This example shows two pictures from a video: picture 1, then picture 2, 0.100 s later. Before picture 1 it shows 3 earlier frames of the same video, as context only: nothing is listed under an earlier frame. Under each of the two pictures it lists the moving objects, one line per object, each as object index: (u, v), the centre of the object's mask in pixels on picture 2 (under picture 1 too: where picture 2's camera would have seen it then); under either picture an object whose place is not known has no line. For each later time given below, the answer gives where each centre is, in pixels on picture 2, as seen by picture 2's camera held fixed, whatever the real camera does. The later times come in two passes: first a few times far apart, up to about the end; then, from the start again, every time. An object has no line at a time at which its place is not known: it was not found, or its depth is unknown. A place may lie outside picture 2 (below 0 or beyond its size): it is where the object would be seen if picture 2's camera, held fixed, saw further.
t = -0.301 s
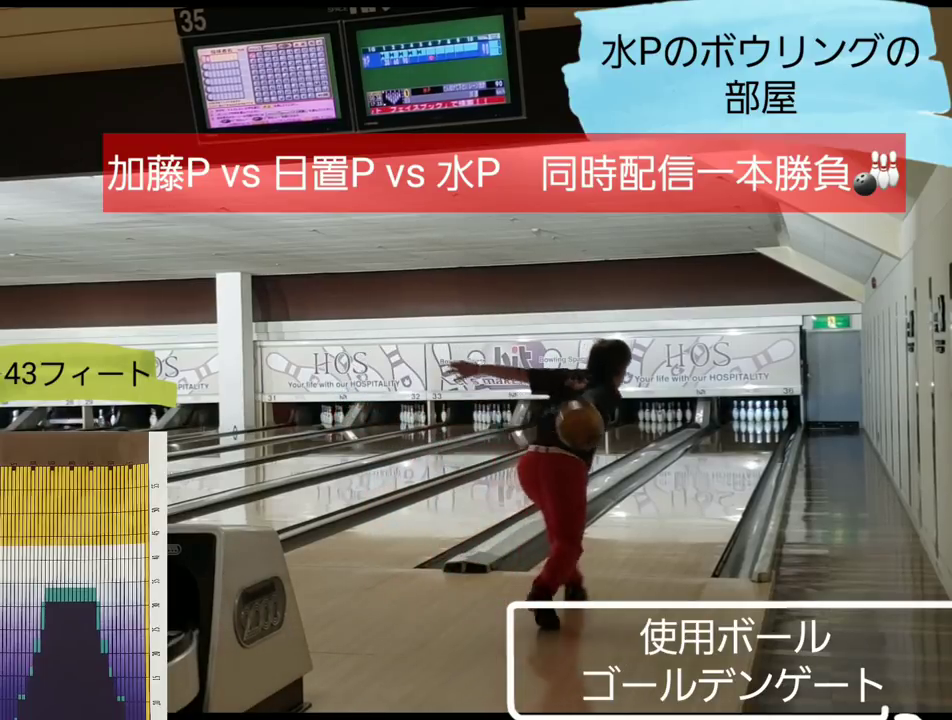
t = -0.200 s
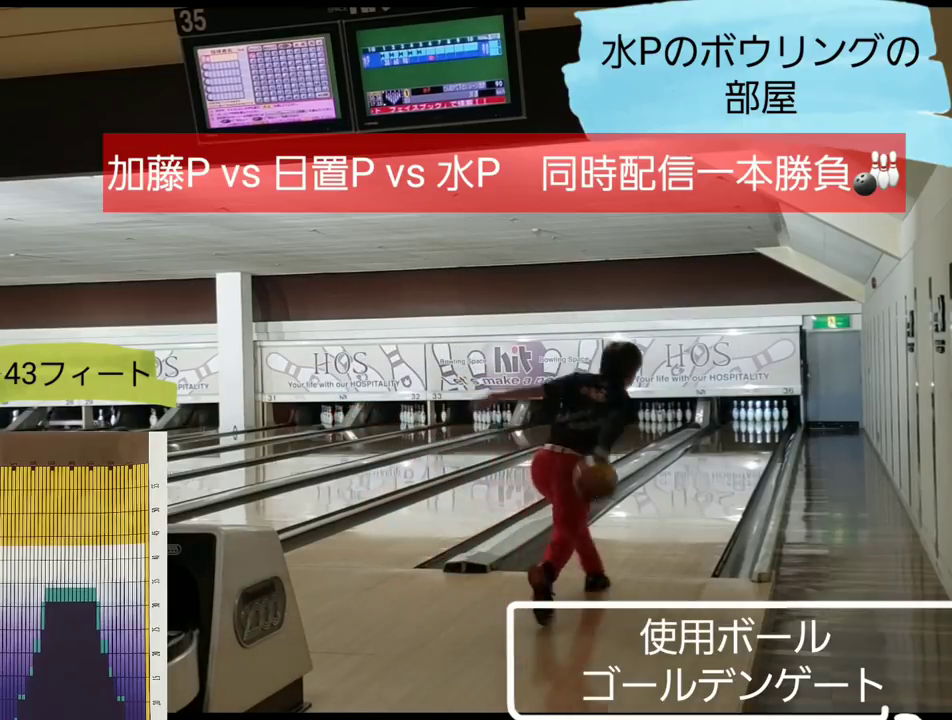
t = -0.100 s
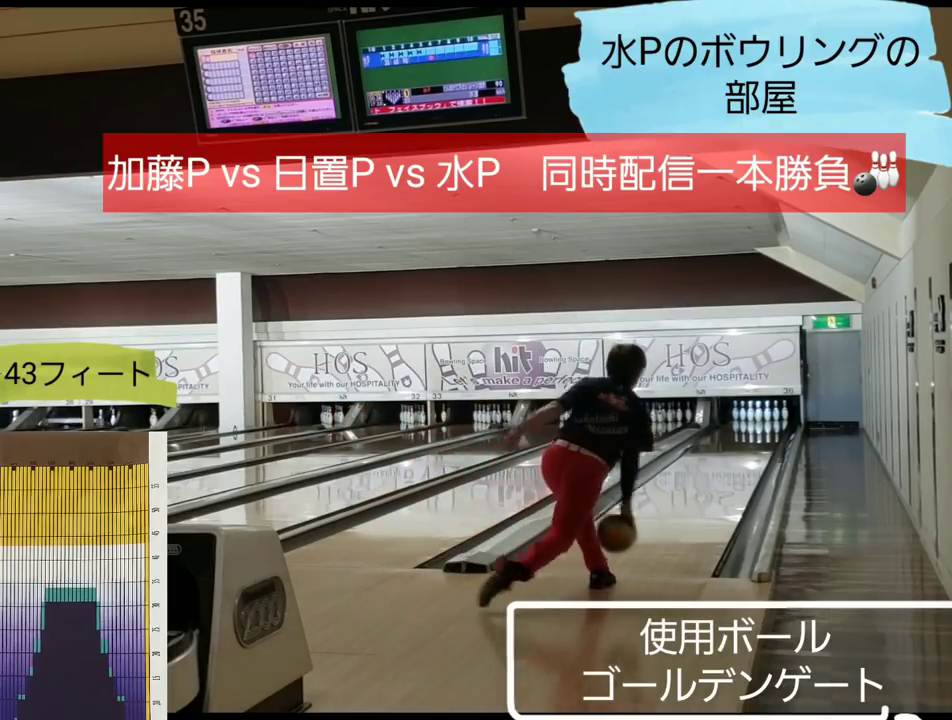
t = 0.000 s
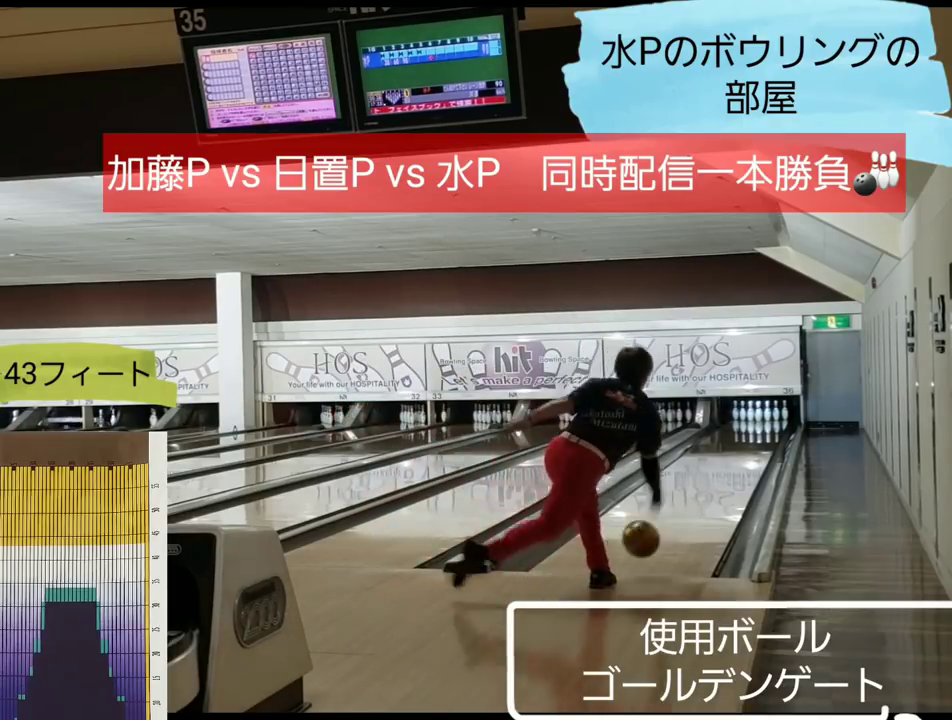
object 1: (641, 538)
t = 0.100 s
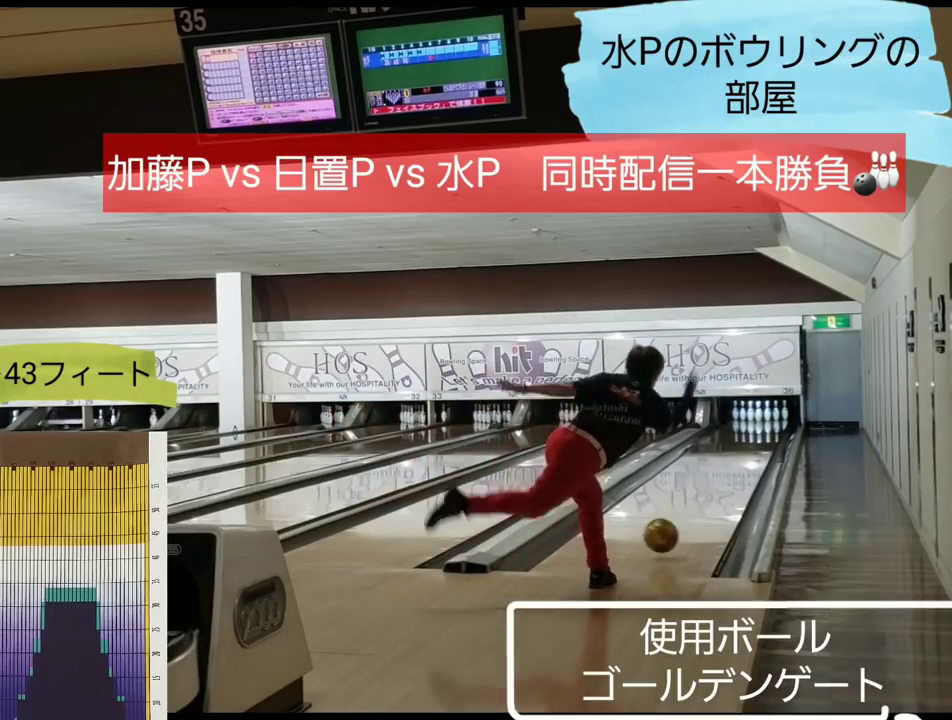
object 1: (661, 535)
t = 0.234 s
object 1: (682, 522)
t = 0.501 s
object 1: (713, 492)
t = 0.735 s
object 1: (732, 474)
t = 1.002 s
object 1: (747, 459)
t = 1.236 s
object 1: (757, 449)
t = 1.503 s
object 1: (764, 439)
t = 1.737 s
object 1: (768, 433)
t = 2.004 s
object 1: (770, 427)
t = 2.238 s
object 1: (768, 423)
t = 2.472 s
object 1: (765, 419)
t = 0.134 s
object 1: (667, 536)
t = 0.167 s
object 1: (672, 531)
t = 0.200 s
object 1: (677, 526)
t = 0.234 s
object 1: (682, 522)
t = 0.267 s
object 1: (687, 517)
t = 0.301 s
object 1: (691, 513)
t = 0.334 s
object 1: (695, 509)
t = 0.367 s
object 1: (699, 505)
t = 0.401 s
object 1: (703, 502)
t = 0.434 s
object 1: (706, 499)
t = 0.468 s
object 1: (710, 495)
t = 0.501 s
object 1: (713, 492)
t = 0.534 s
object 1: (716, 489)
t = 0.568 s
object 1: (719, 486)
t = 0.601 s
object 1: (722, 484)
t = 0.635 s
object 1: (724, 481)
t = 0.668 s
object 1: (727, 479)
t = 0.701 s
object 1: (730, 476)
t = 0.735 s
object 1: (732, 474)
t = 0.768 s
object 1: (734, 472)
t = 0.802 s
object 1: (736, 470)
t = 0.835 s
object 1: (738, 468)
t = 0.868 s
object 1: (740, 466)
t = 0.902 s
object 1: (742, 464)
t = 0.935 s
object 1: (744, 462)
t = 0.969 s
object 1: (746, 461)
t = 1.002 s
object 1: (747, 459)
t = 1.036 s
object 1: (749, 458)
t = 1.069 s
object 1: (751, 456)
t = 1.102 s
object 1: (752, 455)
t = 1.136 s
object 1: (753, 454)
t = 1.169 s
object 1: (754, 452)
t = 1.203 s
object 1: (757, 450)
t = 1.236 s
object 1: (757, 449)
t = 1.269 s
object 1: (758, 447)
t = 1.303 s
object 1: (759, 446)
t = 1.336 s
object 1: (761, 444)
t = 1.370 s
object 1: (762, 443)
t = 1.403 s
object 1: (762, 442)
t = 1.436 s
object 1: (762, 441)
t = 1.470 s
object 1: (763, 441)
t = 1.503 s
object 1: (764, 439)
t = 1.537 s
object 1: (765, 438)
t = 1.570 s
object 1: (765, 437)
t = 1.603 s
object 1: (767, 436)
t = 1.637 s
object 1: (767, 435)
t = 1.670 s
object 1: (768, 435)
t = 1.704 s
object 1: (768, 434)
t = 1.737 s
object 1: (768, 433)
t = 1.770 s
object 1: (769, 432)
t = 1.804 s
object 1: (769, 432)
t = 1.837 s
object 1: (769, 431)
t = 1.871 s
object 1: (769, 431)
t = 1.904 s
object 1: (769, 430)
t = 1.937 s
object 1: (769, 429)
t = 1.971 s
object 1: (769, 428)
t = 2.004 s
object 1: (770, 427)
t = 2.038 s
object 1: (770, 427)
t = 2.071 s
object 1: (770, 426)
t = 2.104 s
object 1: (769, 425)
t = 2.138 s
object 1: (769, 424)
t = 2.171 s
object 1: (769, 424)
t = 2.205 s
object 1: (769, 423)
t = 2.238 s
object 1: (768, 423)
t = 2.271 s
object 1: (768, 422)
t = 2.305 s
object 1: (768, 422)
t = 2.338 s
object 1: (767, 421)
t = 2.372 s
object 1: (767, 421)
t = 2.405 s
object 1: (767, 420)
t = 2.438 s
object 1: (766, 419)
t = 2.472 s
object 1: (765, 419)
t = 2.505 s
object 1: (765, 418)
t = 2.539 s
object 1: (764, 418)
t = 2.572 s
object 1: (763, 417)
